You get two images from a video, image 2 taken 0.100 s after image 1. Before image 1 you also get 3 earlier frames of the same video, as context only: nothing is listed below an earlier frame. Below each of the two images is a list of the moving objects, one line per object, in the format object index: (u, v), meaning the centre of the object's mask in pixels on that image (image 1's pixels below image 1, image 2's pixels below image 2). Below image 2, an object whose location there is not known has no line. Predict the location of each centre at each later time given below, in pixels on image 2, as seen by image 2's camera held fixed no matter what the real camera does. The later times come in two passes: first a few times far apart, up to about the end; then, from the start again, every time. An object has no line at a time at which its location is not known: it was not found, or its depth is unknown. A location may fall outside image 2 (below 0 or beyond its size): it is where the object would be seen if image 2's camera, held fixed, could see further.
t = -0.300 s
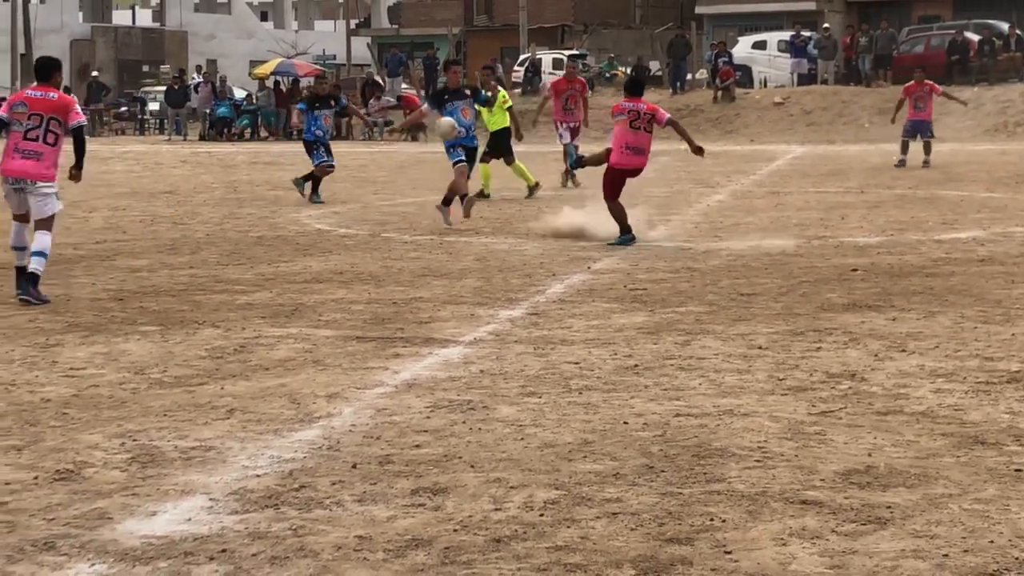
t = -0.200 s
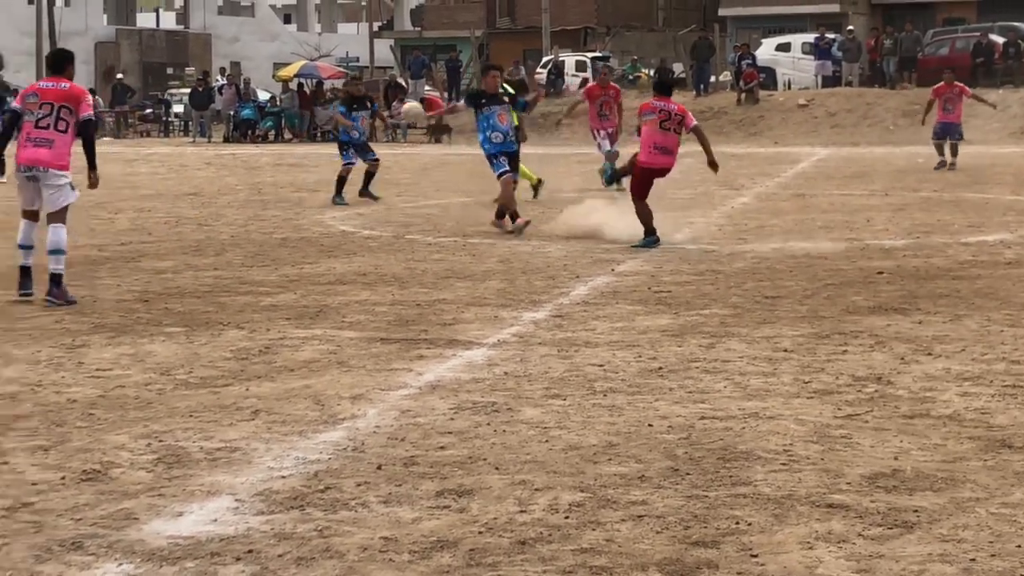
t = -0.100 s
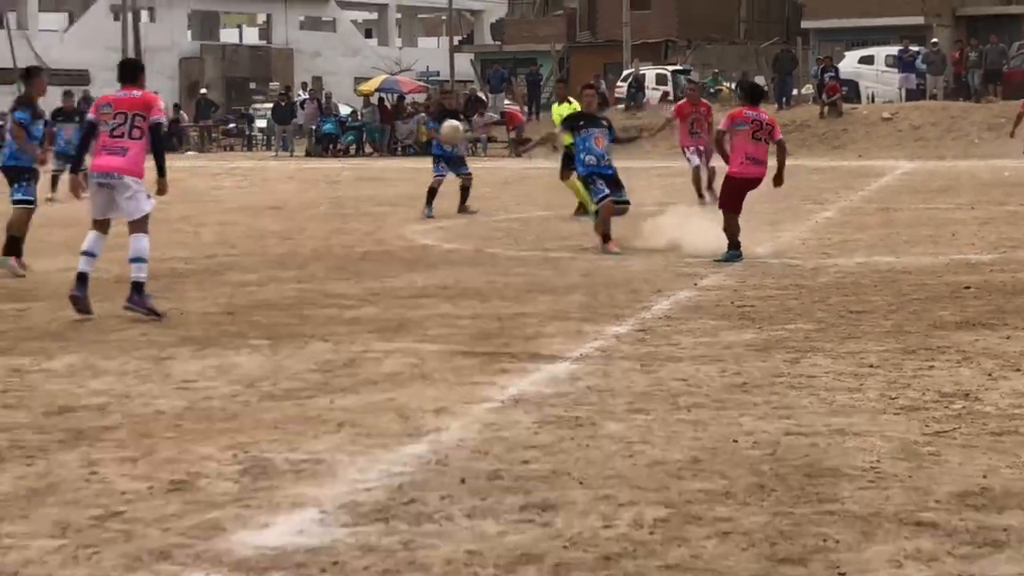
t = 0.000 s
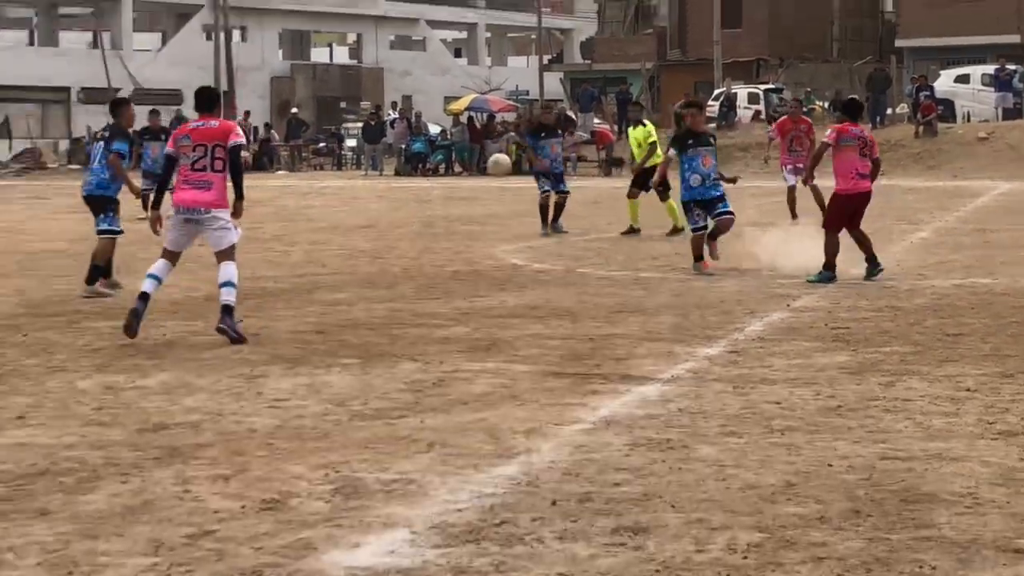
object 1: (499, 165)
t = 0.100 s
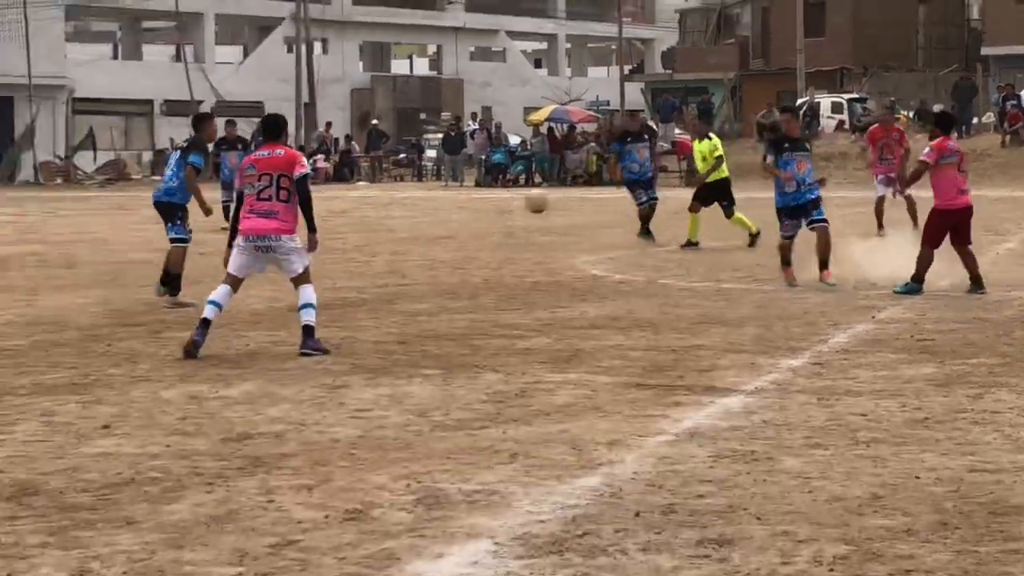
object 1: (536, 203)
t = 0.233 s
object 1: (478, 251)
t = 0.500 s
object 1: (431, 222)
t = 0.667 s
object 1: (417, 201)
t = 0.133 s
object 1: (522, 211)
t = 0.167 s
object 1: (508, 223)
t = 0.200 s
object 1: (493, 236)
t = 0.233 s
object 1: (478, 251)
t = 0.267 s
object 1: (463, 266)
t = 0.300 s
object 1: (447, 283)
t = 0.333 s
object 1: (443, 273)
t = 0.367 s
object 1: (441, 261)
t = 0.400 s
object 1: (438, 249)
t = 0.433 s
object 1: (436, 239)
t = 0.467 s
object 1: (433, 230)
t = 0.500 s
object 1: (431, 222)
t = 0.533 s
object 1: (428, 215)
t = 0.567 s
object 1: (424, 210)
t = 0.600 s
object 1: (422, 206)
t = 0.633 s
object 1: (419, 203)
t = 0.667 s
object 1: (417, 201)
